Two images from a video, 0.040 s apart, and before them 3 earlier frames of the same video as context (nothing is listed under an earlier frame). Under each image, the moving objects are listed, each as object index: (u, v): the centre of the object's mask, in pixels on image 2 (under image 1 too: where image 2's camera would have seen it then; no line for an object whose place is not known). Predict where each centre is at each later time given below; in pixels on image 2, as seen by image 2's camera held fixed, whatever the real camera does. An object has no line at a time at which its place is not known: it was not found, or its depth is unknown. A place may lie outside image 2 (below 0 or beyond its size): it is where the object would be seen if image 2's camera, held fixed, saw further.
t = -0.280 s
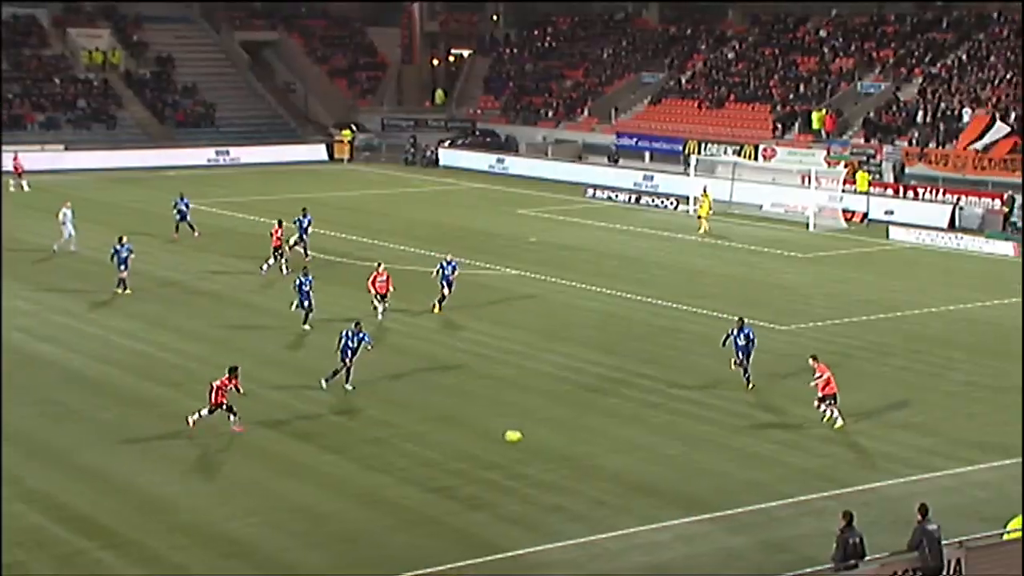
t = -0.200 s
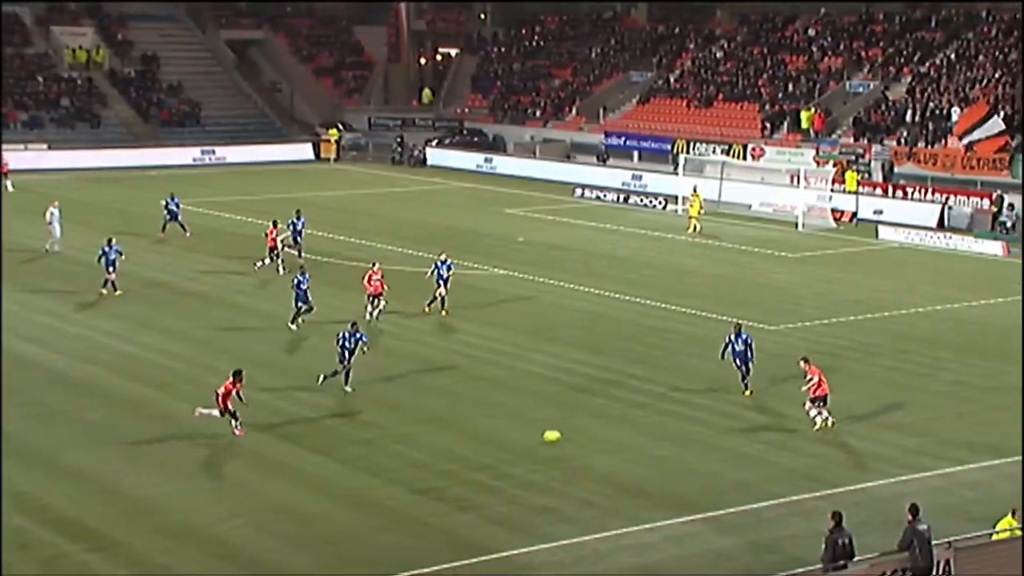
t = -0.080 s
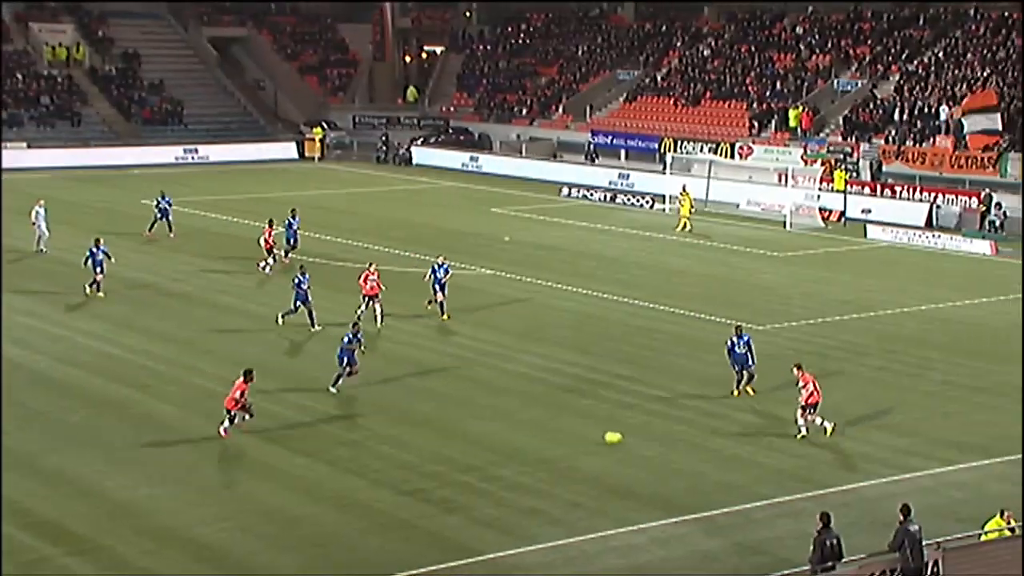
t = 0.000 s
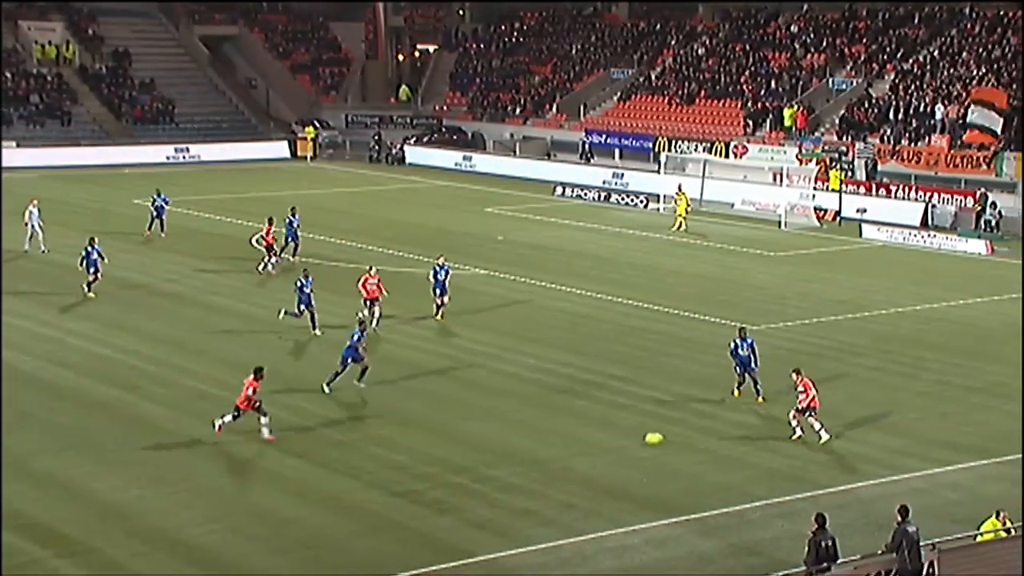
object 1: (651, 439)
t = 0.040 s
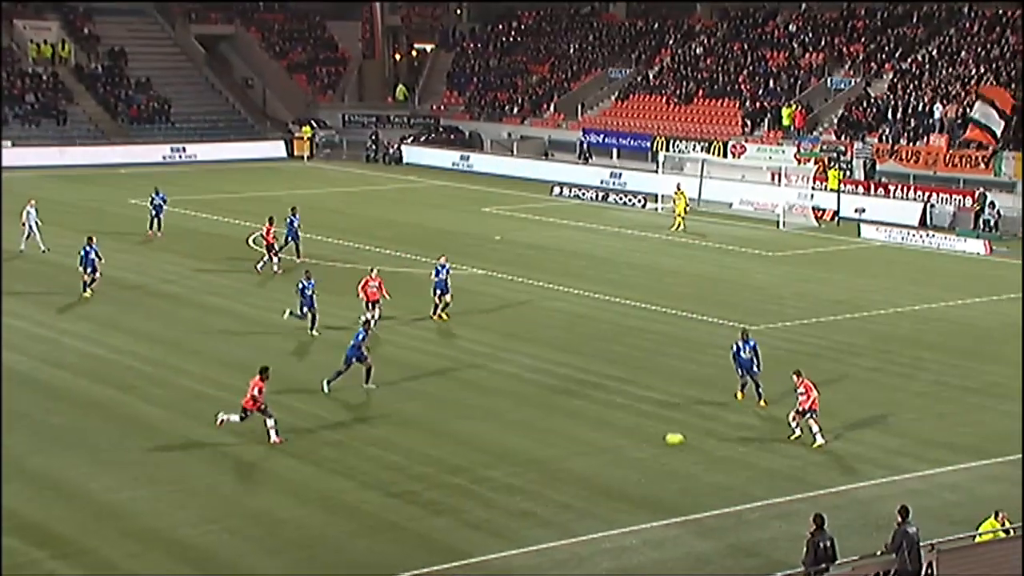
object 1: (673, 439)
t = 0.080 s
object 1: (696, 439)
